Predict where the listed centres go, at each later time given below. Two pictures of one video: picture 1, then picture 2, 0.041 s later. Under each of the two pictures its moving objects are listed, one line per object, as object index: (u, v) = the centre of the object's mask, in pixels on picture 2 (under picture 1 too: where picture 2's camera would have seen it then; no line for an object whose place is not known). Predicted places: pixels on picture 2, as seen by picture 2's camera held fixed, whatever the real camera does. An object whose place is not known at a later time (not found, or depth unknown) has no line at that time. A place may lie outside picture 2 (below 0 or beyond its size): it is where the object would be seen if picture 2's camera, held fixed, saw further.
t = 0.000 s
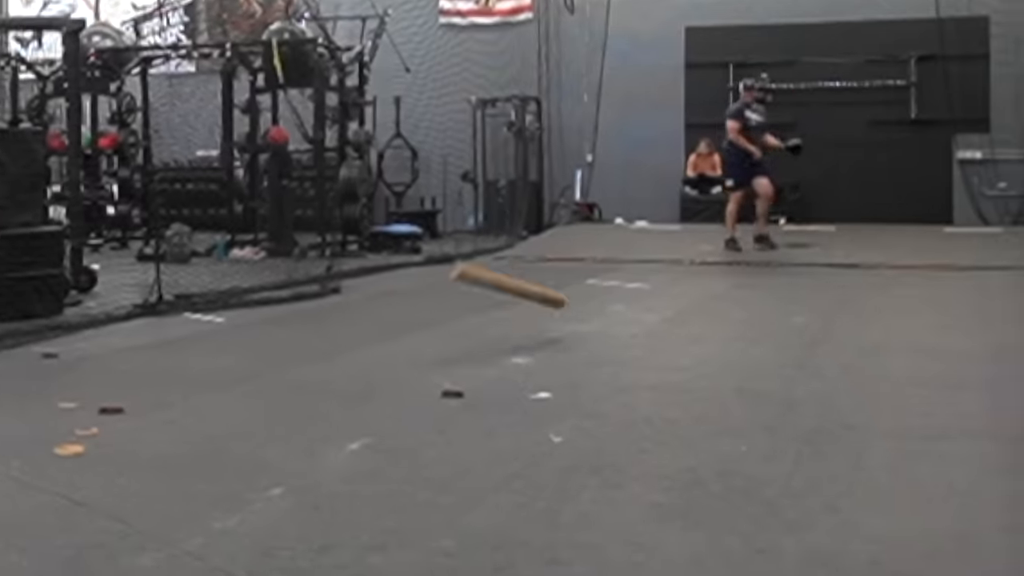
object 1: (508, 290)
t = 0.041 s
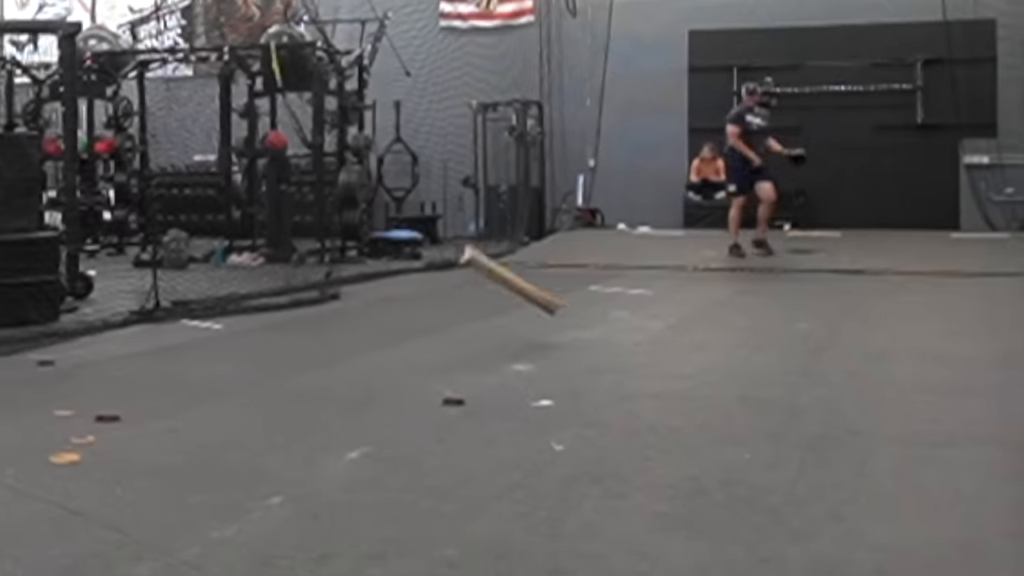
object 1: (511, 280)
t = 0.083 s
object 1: (513, 274)
